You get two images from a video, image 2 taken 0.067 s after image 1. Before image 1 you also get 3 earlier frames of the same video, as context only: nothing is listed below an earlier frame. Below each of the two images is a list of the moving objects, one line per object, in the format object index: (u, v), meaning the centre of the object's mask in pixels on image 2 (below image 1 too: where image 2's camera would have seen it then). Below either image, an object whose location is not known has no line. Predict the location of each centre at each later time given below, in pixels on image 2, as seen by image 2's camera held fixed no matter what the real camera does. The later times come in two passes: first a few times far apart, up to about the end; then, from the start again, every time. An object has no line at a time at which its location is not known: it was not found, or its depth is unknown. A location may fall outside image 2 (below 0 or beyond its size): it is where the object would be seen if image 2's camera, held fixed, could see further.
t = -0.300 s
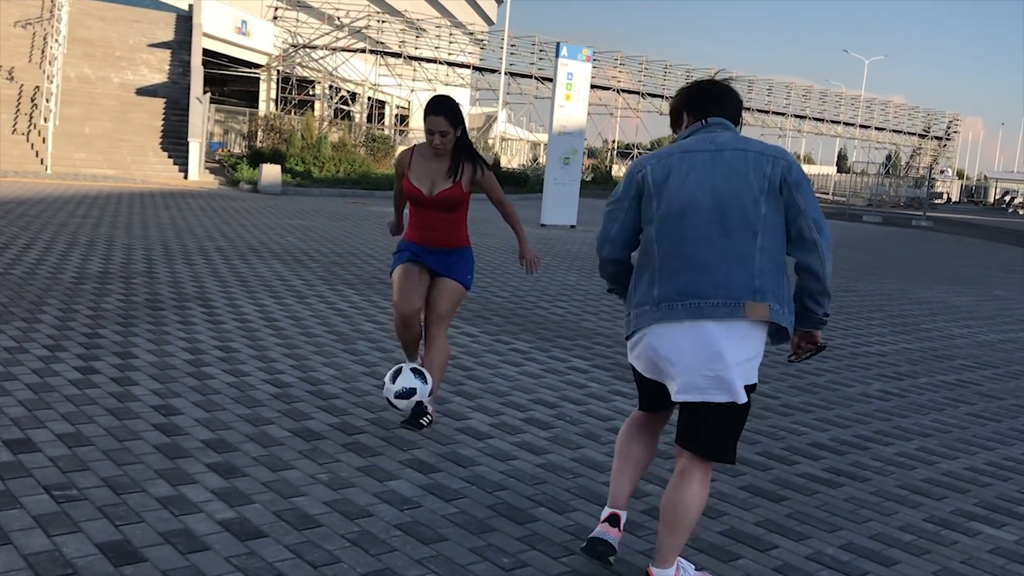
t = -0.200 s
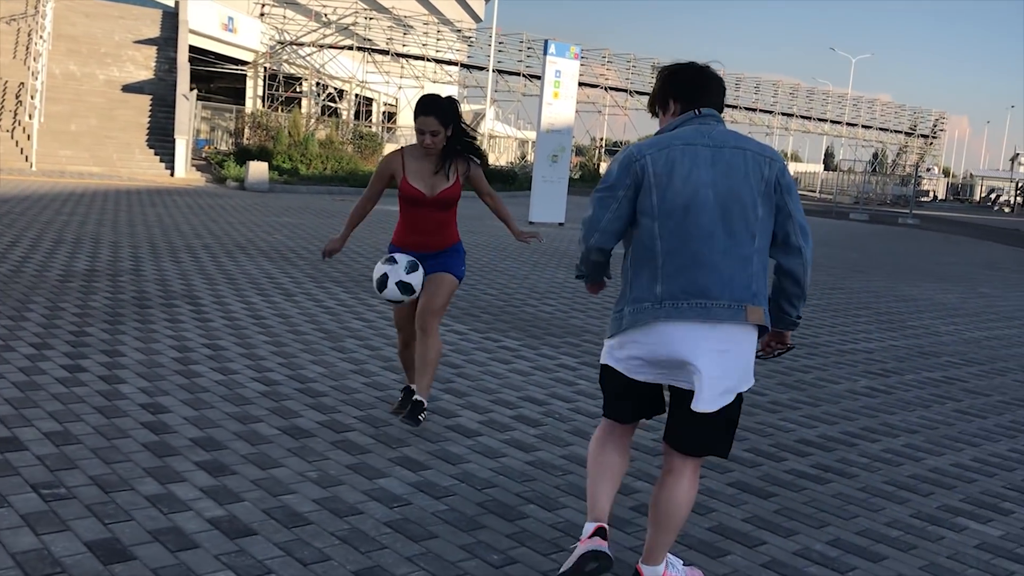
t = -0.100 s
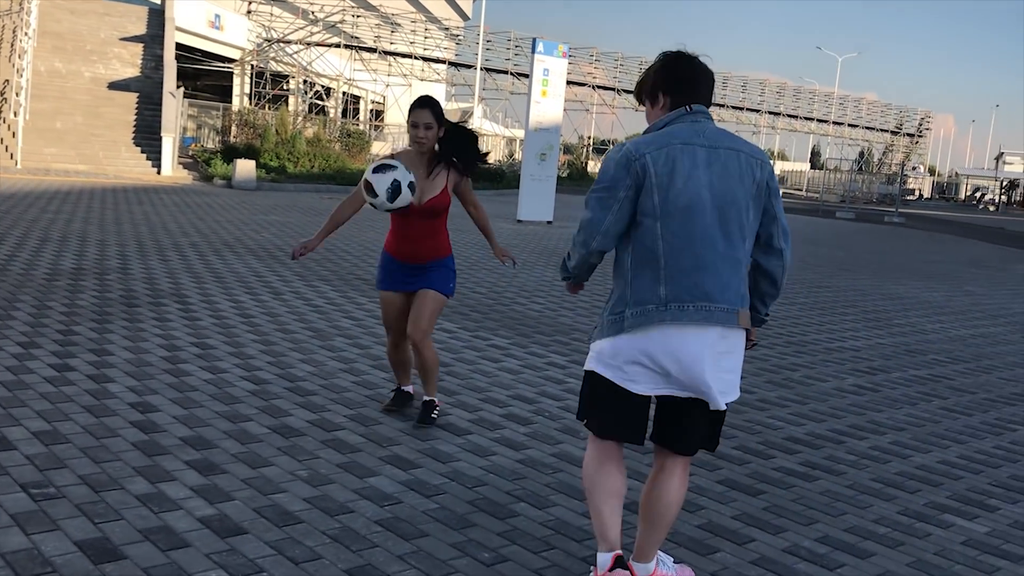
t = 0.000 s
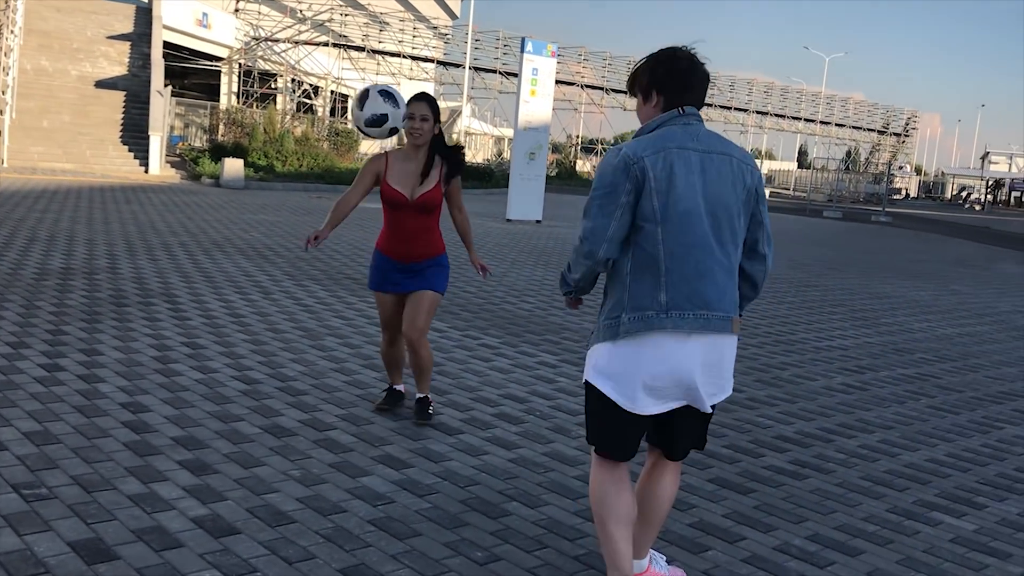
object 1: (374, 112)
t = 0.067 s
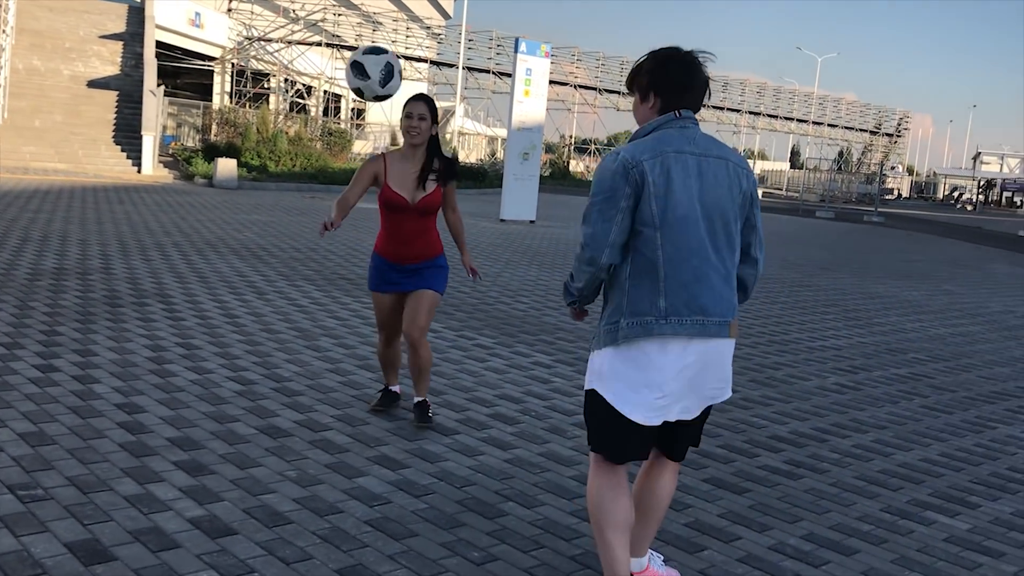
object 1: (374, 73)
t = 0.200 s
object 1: (374, 29)
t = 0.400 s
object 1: (373, 51)
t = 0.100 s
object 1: (374, 58)
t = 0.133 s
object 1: (374, 45)
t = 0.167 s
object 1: (374, 36)
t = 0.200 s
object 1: (374, 29)
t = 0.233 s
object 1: (375, 26)
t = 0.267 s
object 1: (375, 25)
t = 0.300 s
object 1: (374, 26)
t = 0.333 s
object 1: (374, 30)
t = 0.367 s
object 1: (373, 39)
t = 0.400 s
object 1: (373, 51)
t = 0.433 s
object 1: (372, 66)
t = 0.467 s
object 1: (372, 85)
